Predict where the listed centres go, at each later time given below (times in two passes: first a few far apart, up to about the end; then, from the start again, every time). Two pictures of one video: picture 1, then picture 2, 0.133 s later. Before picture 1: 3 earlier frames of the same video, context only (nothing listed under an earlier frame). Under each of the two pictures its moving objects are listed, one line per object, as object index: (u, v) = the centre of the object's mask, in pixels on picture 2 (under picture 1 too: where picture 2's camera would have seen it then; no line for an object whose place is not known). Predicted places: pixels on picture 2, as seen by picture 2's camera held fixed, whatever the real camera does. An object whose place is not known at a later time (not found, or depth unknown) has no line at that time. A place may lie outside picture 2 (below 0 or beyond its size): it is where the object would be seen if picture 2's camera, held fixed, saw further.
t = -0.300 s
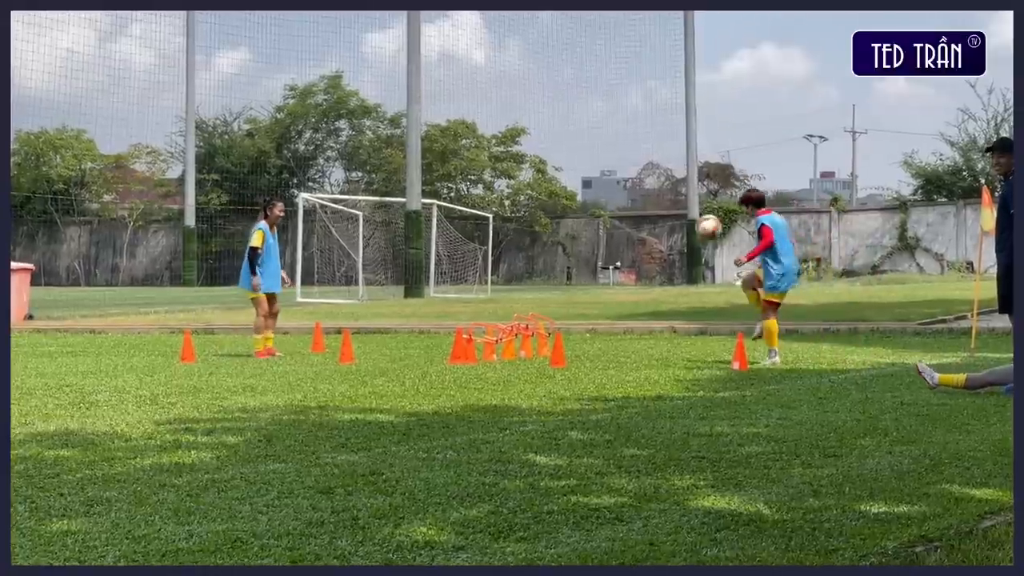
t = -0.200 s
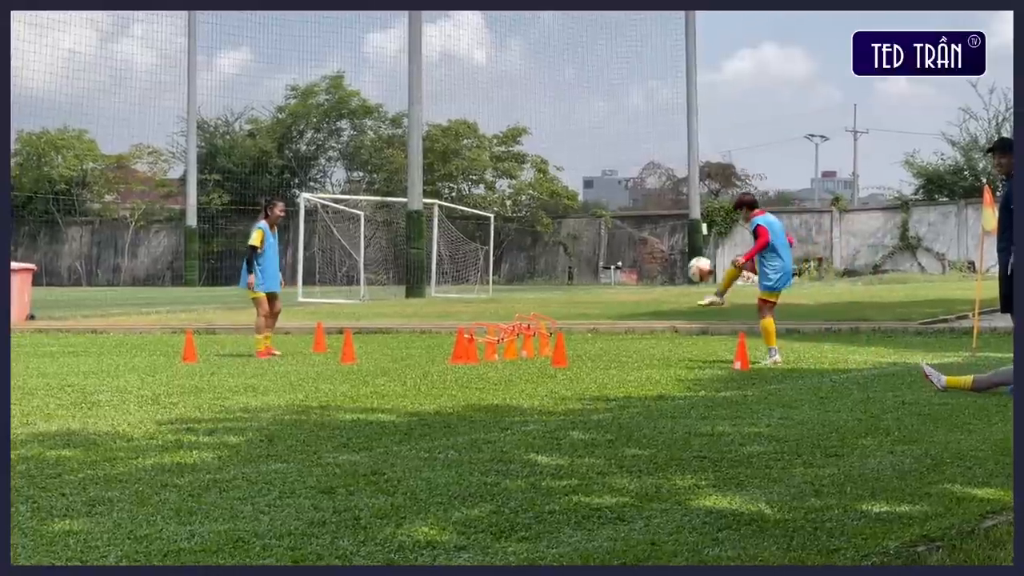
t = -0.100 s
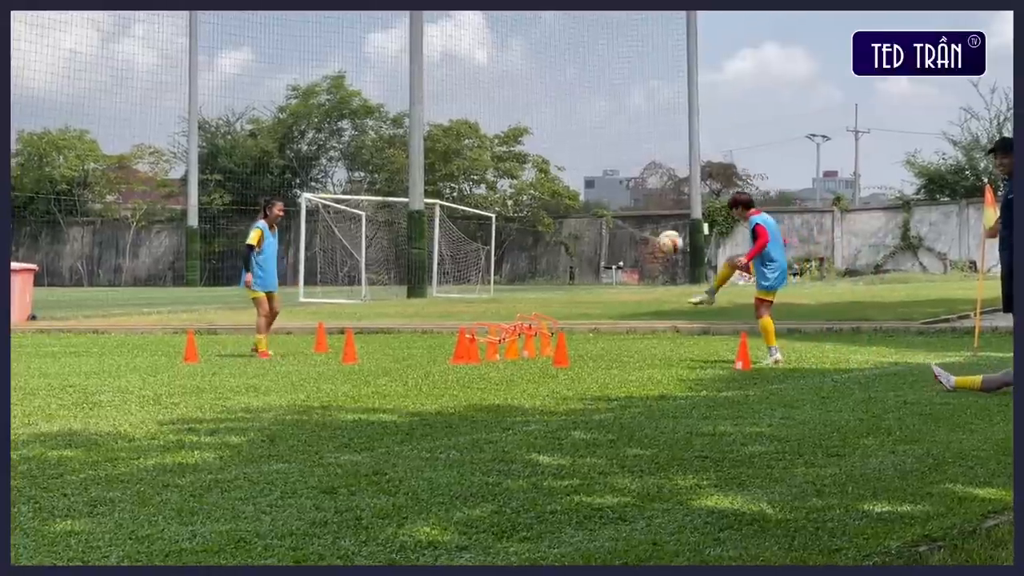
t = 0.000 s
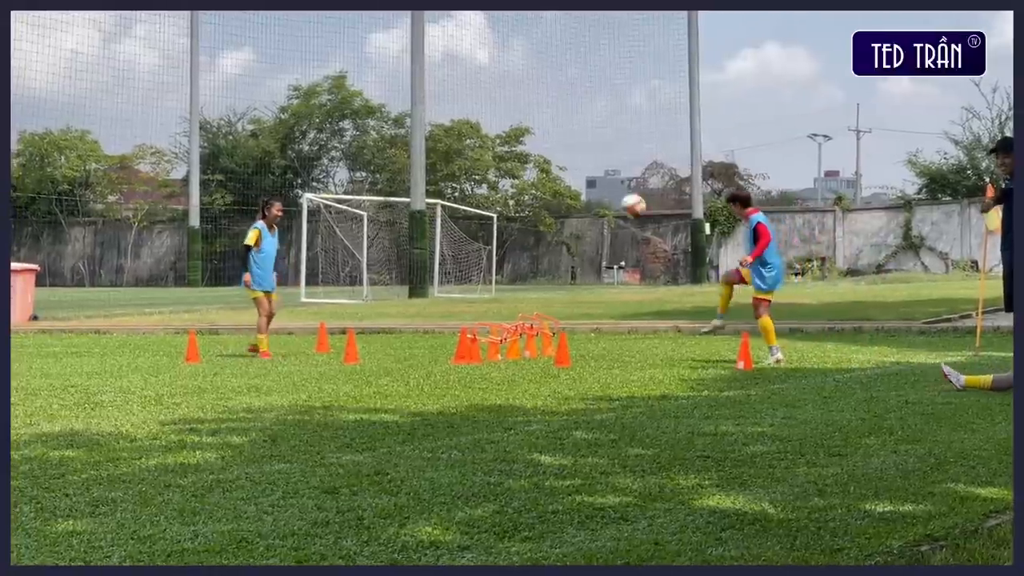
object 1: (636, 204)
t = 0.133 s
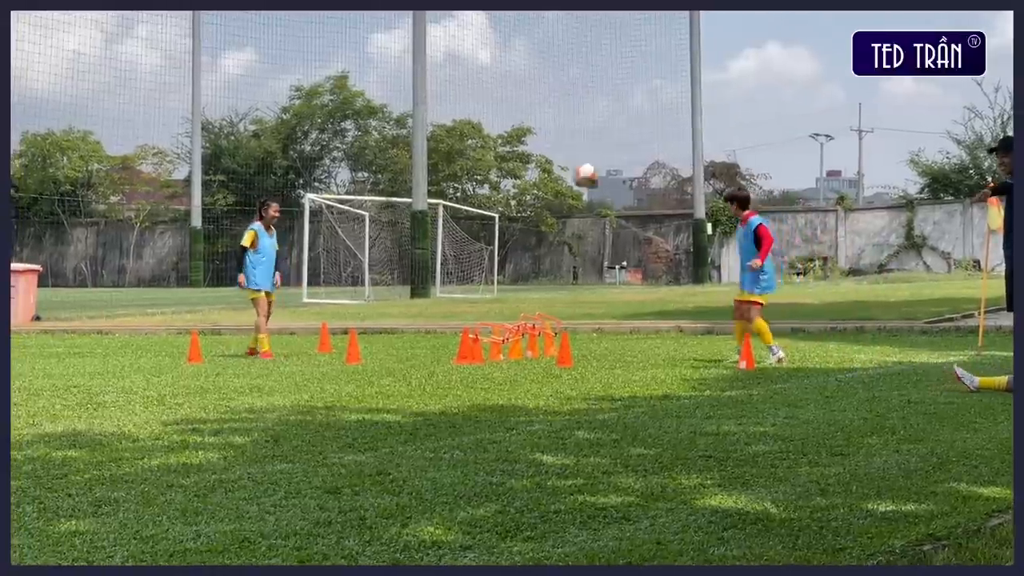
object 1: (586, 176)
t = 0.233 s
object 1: (548, 166)
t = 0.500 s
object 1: (457, 192)
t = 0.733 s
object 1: (382, 277)
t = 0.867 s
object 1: (340, 345)
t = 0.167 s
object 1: (573, 171)
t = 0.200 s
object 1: (561, 166)
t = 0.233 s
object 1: (548, 166)
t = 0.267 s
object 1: (536, 165)
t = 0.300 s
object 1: (524, 165)
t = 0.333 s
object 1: (513, 166)
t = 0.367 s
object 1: (503, 169)
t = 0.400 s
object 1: (490, 172)
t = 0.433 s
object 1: (479, 178)
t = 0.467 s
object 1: (468, 184)
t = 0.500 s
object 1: (457, 192)
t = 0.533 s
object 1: (445, 201)
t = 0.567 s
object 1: (436, 209)
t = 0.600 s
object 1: (423, 221)
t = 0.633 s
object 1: (413, 234)
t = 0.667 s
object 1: (403, 247)
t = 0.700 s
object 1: (392, 260)
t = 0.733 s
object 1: (382, 277)
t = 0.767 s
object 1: (373, 292)
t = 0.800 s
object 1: (363, 308)
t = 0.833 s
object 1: (352, 326)
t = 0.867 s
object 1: (340, 345)
